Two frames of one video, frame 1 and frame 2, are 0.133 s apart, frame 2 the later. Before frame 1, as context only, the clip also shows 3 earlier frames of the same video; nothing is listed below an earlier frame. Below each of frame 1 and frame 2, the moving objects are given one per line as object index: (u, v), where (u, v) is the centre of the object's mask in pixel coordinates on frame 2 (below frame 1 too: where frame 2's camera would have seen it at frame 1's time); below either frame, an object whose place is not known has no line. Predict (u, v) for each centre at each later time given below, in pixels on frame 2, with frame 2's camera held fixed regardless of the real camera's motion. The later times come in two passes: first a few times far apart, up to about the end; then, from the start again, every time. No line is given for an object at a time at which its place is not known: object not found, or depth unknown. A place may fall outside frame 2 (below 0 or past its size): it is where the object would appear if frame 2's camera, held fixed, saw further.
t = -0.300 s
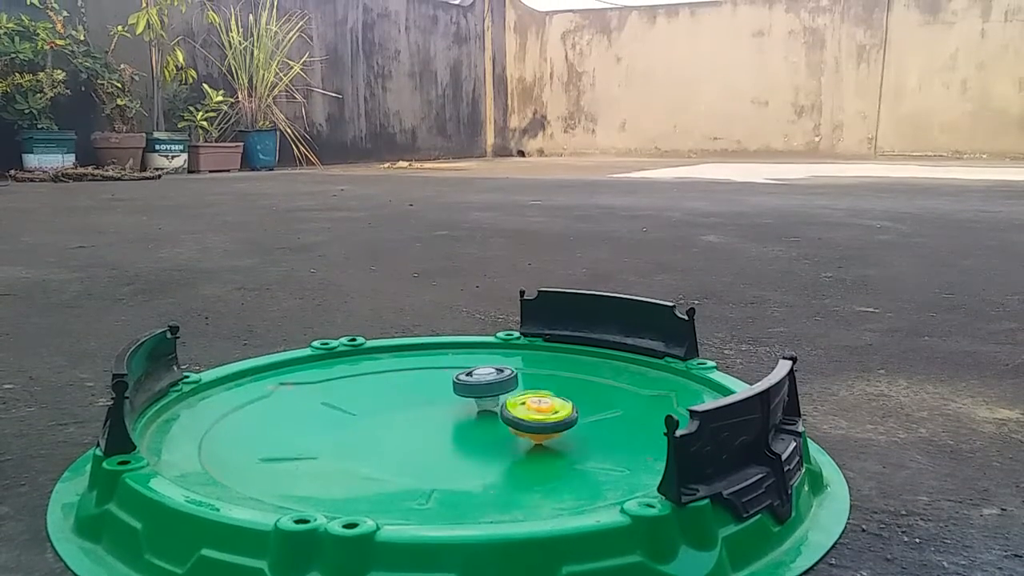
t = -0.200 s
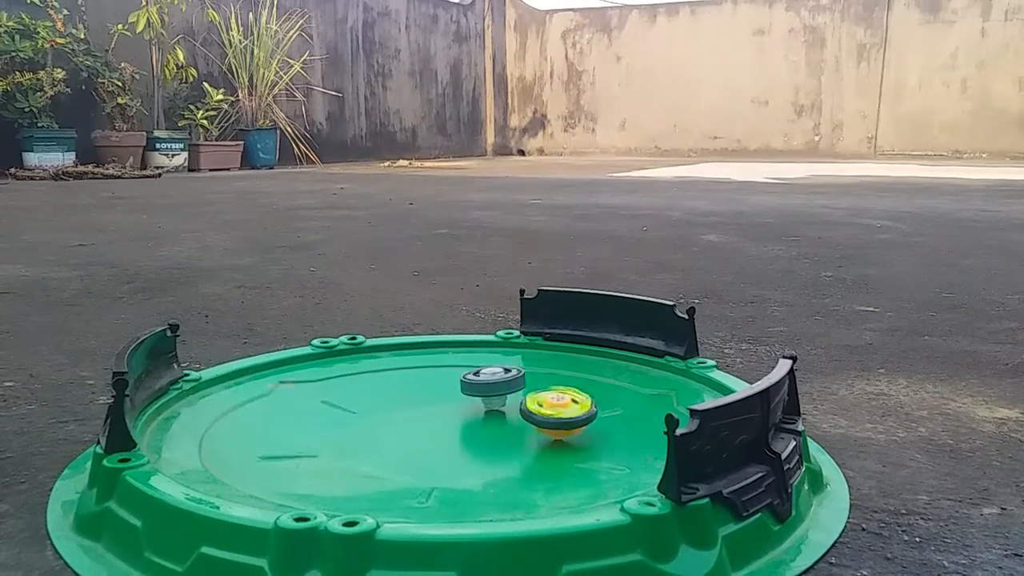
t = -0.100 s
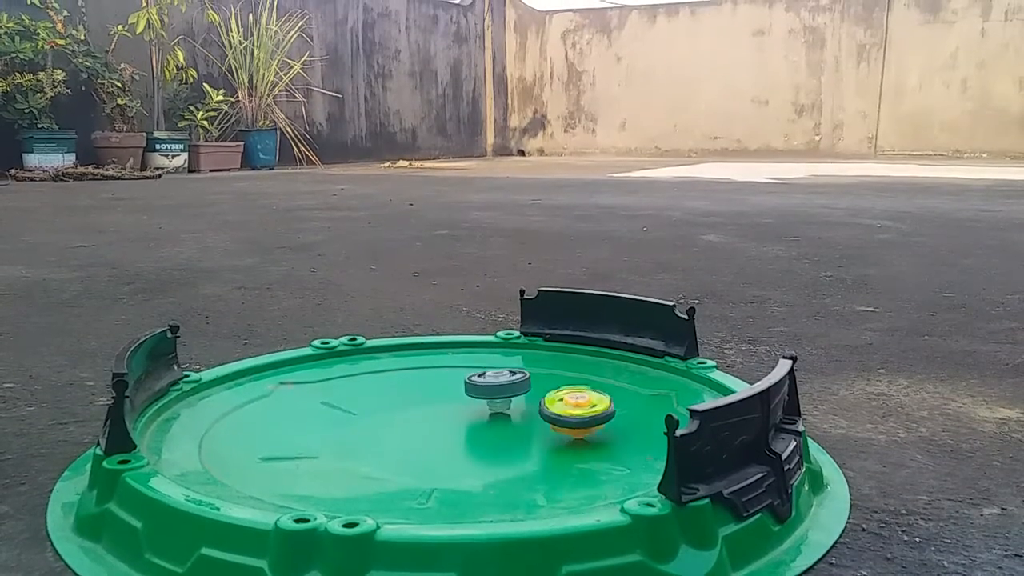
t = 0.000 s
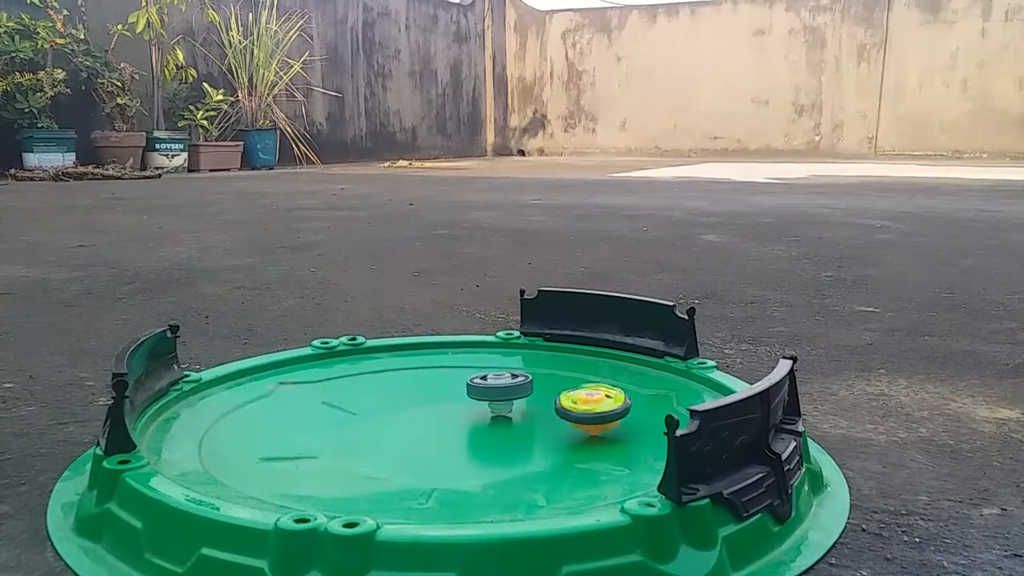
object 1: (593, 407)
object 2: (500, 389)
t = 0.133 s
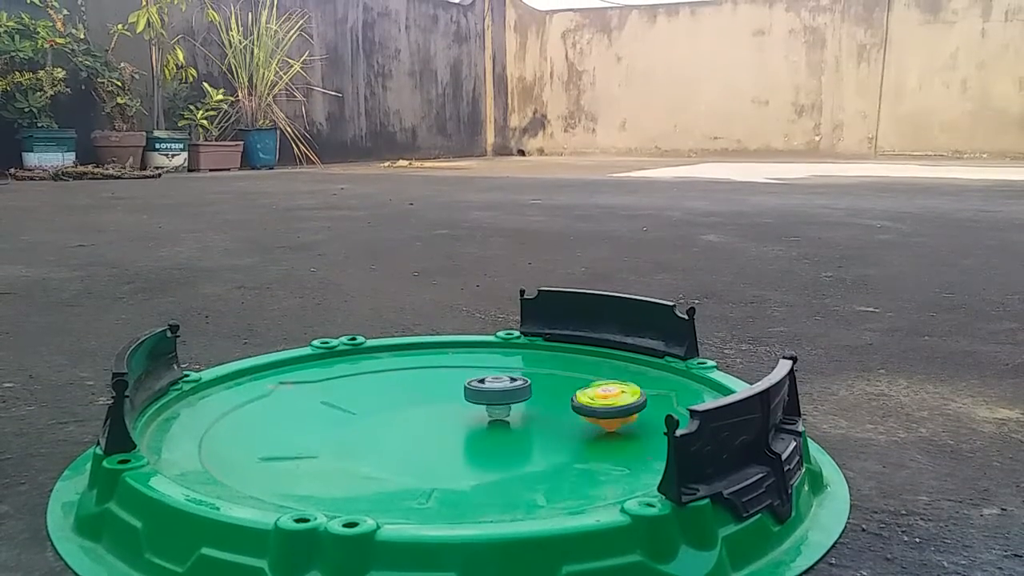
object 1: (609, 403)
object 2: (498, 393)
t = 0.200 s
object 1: (615, 401)
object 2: (495, 395)
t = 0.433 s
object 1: (609, 398)
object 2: (474, 401)
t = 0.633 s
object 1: (579, 399)
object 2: (452, 402)
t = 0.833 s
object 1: (544, 399)
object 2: (432, 403)
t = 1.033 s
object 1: (510, 396)
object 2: (415, 401)
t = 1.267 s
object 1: (482, 387)
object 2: (402, 397)
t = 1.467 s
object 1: (468, 379)
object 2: (393, 394)
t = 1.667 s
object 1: (455, 371)
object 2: (386, 391)
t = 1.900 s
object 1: (444, 367)
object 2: (385, 389)
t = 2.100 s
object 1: (440, 372)
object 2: (386, 389)
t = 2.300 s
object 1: (467, 369)
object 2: (356, 399)
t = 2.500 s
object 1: (467, 379)
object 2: (358, 404)
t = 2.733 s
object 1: (464, 394)
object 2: (356, 410)
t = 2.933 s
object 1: (442, 405)
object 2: (352, 413)
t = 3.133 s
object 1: (468, 407)
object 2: (322, 416)
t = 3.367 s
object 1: (468, 410)
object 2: (335, 423)
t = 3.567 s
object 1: (468, 411)
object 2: (339, 421)
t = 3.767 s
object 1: (470, 410)
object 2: (341, 418)
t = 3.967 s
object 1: (470, 409)
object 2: (354, 412)
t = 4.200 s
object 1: (468, 405)
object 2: (382, 405)
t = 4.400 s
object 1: (489, 403)
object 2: (390, 401)
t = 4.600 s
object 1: (513, 403)
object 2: (406, 399)
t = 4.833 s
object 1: (536, 407)
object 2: (432, 401)
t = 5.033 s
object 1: (548, 410)
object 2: (452, 405)
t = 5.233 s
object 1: (554, 414)
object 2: (470, 408)
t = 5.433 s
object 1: (581, 418)
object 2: (468, 411)
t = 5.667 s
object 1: (609, 420)
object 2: (454, 412)
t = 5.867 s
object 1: (605, 423)
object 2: (443, 410)
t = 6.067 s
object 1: (575, 424)
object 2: (431, 408)
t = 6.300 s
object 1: (541, 418)
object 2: (426, 402)
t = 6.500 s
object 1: (526, 408)
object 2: (424, 398)
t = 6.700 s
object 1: (530, 397)
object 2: (425, 394)
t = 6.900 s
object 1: (551, 389)
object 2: (429, 392)
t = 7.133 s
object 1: (573, 383)
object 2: (438, 390)
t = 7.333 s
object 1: (581, 386)
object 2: (449, 390)
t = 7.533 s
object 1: (569, 394)
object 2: (458, 391)
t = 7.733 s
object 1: (543, 399)
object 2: (467, 393)
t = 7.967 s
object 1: (527, 403)
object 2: (453, 393)
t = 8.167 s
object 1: (507, 403)
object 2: (439, 395)
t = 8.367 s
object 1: (509, 403)
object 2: (417, 393)
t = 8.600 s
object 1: (509, 403)
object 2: (406, 394)
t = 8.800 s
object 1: (508, 403)
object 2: (399, 393)
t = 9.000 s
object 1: (507, 401)
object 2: (397, 391)
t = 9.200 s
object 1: (508, 400)
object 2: (402, 389)
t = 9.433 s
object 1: (509, 398)
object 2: (412, 388)
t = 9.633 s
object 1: (506, 396)
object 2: (419, 389)
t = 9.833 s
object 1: (501, 395)
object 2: (427, 391)
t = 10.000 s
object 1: (513, 395)
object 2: (416, 392)
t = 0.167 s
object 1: (612, 402)
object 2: (497, 394)
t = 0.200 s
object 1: (615, 401)
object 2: (495, 395)
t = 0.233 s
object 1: (616, 401)
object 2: (491, 396)
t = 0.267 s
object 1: (619, 400)
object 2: (489, 397)
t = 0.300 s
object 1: (618, 400)
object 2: (487, 398)
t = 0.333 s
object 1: (618, 399)
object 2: (484, 399)
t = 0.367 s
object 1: (616, 399)
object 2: (480, 399)
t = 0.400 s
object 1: (613, 398)
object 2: (477, 400)
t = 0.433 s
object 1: (609, 398)
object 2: (474, 401)
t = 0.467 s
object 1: (605, 398)
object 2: (470, 401)
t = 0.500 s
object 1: (600, 398)
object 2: (466, 402)
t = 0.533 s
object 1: (595, 399)
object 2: (463, 402)
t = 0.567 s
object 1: (590, 399)
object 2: (460, 402)
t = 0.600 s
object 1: (584, 399)
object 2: (456, 402)
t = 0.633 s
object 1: (579, 399)
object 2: (452, 402)
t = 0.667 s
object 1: (572, 399)
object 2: (449, 402)
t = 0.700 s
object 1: (567, 399)
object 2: (446, 403)
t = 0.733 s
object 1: (560, 399)
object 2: (441, 403)
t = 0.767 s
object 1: (556, 399)
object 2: (437, 403)
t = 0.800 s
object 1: (550, 399)
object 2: (435, 403)
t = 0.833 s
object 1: (544, 399)
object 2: (432, 403)
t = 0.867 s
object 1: (538, 398)
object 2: (428, 402)
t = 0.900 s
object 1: (532, 398)
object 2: (425, 402)
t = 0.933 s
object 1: (527, 397)
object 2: (423, 402)
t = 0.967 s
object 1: (521, 397)
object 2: (420, 402)
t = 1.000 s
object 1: (516, 396)
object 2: (417, 401)
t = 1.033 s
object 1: (510, 396)
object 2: (415, 401)
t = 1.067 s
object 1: (506, 395)
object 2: (413, 400)
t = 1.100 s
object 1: (500, 394)
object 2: (412, 400)
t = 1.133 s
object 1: (497, 392)
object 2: (409, 400)
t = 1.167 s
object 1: (492, 391)
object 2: (407, 399)
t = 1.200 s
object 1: (488, 390)
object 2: (405, 398)
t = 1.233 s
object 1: (484, 389)
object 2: (403, 398)
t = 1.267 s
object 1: (482, 387)
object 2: (402, 397)
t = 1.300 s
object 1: (478, 386)
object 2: (399, 396)
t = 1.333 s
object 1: (476, 385)
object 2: (398, 396)
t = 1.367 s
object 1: (474, 383)
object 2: (398, 395)
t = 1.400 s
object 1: (472, 382)
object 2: (396, 395)
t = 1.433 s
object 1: (471, 380)
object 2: (395, 394)
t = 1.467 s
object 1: (468, 379)
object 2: (393, 394)
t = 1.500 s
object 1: (466, 377)
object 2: (392, 393)
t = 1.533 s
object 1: (462, 376)
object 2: (391, 393)
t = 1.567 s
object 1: (460, 375)
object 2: (390, 393)
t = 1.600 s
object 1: (457, 373)
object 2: (388, 392)
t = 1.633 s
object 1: (456, 371)
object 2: (387, 391)
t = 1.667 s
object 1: (455, 371)
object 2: (386, 391)
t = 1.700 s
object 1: (452, 370)
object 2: (385, 391)
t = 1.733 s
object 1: (452, 369)
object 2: (383, 390)
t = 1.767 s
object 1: (450, 368)
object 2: (383, 389)
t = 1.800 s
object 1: (449, 367)
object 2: (384, 389)
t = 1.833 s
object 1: (447, 367)
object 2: (384, 389)
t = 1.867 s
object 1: (446, 366)
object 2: (384, 389)
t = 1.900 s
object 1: (444, 367)
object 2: (385, 389)
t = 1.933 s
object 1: (442, 367)
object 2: (386, 389)
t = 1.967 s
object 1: (442, 368)
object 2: (387, 389)
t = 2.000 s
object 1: (441, 369)
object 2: (386, 389)
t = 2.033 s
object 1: (441, 370)
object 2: (386, 389)
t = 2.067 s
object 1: (440, 371)
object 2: (386, 389)
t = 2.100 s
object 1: (440, 372)
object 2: (386, 389)
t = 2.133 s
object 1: (452, 370)
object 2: (375, 392)
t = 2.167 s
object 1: (460, 369)
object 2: (365, 394)
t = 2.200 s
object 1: (467, 370)
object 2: (359, 396)
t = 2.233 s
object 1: (471, 370)
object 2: (357, 396)
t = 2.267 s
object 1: (469, 370)
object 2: (356, 398)
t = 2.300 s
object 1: (467, 369)
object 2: (356, 399)
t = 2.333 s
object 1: (466, 370)
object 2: (355, 400)
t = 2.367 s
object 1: (468, 371)
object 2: (356, 401)
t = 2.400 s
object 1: (468, 372)
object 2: (357, 401)
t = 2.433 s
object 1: (467, 374)
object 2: (358, 402)
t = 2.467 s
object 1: (466, 376)
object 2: (358, 403)
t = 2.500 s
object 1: (467, 379)
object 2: (358, 404)
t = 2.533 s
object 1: (466, 382)
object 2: (358, 405)
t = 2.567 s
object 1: (467, 383)
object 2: (358, 406)
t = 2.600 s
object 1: (469, 385)
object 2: (359, 406)
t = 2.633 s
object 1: (468, 388)
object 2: (360, 407)
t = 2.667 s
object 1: (468, 390)
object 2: (358, 409)
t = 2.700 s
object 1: (467, 392)
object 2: (357, 409)
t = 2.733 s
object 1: (464, 394)
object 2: (356, 410)
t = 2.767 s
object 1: (462, 396)
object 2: (356, 411)
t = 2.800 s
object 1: (459, 398)
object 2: (355, 411)
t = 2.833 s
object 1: (455, 400)
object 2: (354, 412)
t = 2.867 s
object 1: (451, 402)
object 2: (352, 413)
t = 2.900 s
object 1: (447, 404)
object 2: (352, 413)
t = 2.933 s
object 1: (442, 405)
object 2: (352, 413)
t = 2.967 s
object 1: (438, 406)
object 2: (353, 414)
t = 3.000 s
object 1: (430, 409)
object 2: (354, 414)
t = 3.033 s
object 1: (444, 407)
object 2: (340, 415)
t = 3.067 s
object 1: (455, 407)
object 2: (329, 416)
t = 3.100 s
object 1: (464, 407)
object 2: (324, 416)
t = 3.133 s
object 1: (468, 407)
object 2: (322, 416)
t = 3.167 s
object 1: (468, 408)
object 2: (323, 417)
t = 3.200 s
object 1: (468, 408)
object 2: (324, 419)
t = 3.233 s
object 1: (469, 408)
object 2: (325, 420)
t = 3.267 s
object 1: (468, 409)
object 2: (327, 420)
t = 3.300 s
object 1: (467, 409)
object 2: (330, 421)
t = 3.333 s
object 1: (467, 410)
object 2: (333, 422)
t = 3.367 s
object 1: (468, 410)
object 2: (335, 423)
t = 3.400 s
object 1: (468, 410)
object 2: (337, 423)
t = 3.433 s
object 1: (467, 410)
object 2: (338, 423)
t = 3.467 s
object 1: (467, 411)
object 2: (338, 423)
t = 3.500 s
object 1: (468, 410)
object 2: (339, 422)
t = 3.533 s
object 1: (469, 411)
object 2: (339, 422)
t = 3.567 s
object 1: (468, 411)
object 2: (339, 421)
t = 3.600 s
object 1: (468, 411)
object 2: (339, 421)
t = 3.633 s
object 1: (470, 411)
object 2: (338, 421)
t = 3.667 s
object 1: (470, 411)
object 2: (338, 420)
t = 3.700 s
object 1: (469, 410)
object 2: (339, 419)
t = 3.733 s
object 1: (470, 411)
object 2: (340, 418)
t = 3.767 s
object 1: (470, 410)
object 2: (341, 418)
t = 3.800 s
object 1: (471, 410)
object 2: (343, 417)
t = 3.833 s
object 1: (470, 410)
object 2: (343, 416)
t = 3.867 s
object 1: (469, 410)
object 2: (345, 415)
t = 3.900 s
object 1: (470, 409)
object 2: (347, 414)
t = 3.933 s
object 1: (470, 409)
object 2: (351, 412)
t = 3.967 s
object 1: (470, 409)
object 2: (354, 412)
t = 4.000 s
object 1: (469, 408)
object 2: (359, 411)
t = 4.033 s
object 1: (469, 408)
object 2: (362, 410)
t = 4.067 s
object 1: (470, 408)
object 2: (366, 409)
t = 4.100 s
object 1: (469, 407)
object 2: (369, 408)
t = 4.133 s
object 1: (468, 406)
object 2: (373, 407)
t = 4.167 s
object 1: (468, 406)
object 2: (378, 406)
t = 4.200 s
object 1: (468, 405)
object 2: (382, 405)
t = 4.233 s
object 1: (468, 405)
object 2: (386, 405)
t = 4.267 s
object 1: (467, 404)
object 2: (390, 404)
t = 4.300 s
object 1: (471, 404)
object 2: (391, 404)
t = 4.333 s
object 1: (479, 404)
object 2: (388, 403)
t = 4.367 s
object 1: (485, 403)
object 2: (388, 402)
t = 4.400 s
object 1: (489, 403)
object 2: (390, 401)
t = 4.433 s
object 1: (493, 403)
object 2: (392, 401)
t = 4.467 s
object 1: (496, 403)
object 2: (394, 401)
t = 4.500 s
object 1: (500, 403)
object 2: (397, 400)
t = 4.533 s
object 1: (504, 403)
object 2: (400, 400)
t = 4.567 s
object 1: (509, 403)
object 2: (403, 400)
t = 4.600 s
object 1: (513, 403)
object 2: (406, 399)
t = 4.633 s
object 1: (516, 404)
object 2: (410, 399)
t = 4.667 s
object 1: (519, 404)
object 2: (414, 399)
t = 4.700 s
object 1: (523, 404)
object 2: (418, 399)
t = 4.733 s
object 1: (527, 405)
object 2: (422, 400)
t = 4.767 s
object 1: (531, 405)
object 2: (425, 400)
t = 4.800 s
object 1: (533, 406)
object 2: (429, 401)
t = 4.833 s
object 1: (536, 407)
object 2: (432, 401)
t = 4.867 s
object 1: (538, 407)
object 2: (436, 402)
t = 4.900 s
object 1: (541, 407)
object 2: (439, 402)
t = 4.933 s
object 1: (544, 408)
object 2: (443, 402)
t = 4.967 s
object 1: (546, 409)
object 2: (447, 403)
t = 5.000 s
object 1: (547, 409)
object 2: (450, 404)
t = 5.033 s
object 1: (548, 410)
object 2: (452, 405)
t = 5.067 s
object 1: (550, 411)
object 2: (455, 405)
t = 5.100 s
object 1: (551, 411)
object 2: (458, 406)
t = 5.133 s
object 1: (553, 412)
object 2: (461, 406)
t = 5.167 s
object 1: (554, 412)
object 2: (464, 407)
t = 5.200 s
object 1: (554, 413)
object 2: (467, 408)
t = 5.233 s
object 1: (554, 414)
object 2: (470, 408)
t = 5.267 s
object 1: (555, 414)
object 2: (473, 409)
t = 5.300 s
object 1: (556, 415)
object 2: (476, 410)
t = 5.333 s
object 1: (556, 415)
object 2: (478, 411)
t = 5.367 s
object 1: (556, 416)
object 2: (480, 412)
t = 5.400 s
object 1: (568, 417)
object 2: (474, 411)
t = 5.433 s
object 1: (581, 418)
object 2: (468, 411)
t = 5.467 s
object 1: (588, 418)
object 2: (466, 411)
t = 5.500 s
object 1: (593, 418)
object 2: (465, 411)
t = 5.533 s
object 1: (597, 418)
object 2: (464, 411)
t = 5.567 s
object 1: (602, 418)
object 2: (462, 411)
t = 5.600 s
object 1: (605, 419)
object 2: (460, 412)
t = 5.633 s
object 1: (608, 419)
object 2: (457, 412)
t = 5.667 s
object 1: (609, 420)
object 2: (454, 412)
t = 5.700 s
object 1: (611, 420)
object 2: (452, 412)
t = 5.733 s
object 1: (611, 421)
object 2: (451, 411)
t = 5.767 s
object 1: (610, 422)
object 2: (449, 411)
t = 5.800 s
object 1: (609, 422)
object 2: (447, 411)
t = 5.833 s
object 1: (608, 422)
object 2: (445, 411)
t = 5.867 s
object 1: (605, 423)
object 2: (443, 410)
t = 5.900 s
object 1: (600, 423)
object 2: (440, 410)
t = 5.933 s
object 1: (596, 423)
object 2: (438, 410)
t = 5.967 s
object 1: (591, 424)
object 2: (436, 409)
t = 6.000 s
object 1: (586, 424)
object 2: (434, 409)
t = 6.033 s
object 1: (580, 424)
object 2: (433, 408)
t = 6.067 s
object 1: (575, 424)
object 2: (431, 408)
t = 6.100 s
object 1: (570, 423)
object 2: (430, 407)
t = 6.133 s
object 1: (565, 423)
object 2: (429, 406)
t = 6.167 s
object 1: (560, 422)
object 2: (428, 405)
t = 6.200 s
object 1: (554, 421)
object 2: (427, 405)
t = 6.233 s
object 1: (550, 420)
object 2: (427, 404)
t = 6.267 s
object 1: (545, 419)
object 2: (427, 403)
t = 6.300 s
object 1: (541, 418)
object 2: (426, 402)
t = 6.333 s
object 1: (537, 417)
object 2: (426, 402)
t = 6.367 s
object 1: (534, 415)
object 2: (425, 401)
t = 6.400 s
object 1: (531, 414)
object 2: (425, 400)
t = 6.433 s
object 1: (529, 412)
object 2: (425, 400)
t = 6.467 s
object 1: (528, 410)
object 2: (424, 399)
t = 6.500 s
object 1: (526, 408)
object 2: (424, 398)
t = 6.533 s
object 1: (526, 406)
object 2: (424, 398)
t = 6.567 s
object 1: (525, 404)
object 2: (424, 397)
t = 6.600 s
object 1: (526, 402)
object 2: (424, 396)
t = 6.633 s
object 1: (526, 401)
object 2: (424, 395)
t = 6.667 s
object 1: (528, 399)
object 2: (425, 395)
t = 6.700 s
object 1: (530, 397)
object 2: (425, 394)
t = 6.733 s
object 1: (533, 395)
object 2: (426, 393)
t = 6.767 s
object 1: (536, 394)
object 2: (427, 393)
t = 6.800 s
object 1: (540, 393)
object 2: (428, 393)
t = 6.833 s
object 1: (544, 391)
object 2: (428, 392)
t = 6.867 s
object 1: (547, 390)
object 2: (429, 392)
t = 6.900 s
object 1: (551, 389)
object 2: (429, 392)
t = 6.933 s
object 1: (553, 388)
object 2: (430, 391)
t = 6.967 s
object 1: (556, 387)
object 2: (430, 391)
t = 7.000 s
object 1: (559, 386)
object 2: (431, 391)
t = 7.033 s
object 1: (563, 385)
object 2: (433, 390)
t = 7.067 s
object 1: (566, 384)
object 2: (435, 390)
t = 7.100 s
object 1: (570, 384)
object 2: (436, 390)
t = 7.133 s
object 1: (573, 383)
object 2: (438, 390)
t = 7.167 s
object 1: (575, 384)
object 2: (440, 389)
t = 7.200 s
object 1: (578, 384)
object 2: (442, 389)
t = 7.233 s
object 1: (579, 384)
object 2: (443, 389)
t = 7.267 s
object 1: (581, 385)
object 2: (445, 389)
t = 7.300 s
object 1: (581, 385)
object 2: (447, 389)
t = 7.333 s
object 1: (581, 386)
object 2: (449, 390)
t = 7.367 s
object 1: (580, 388)
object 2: (451, 390)
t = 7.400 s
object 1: (580, 389)
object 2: (452, 390)
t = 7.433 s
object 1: (578, 390)
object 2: (454, 390)
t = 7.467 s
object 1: (575, 391)
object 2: (455, 390)
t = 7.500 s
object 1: (573, 392)
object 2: (457, 390)
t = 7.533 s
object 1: (569, 394)
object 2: (458, 391)
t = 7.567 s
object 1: (566, 394)
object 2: (460, 391)
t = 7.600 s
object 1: (561, 396)
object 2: (461, 391)
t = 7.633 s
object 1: (557, 397)
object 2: (463, 391)
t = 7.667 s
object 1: (553, 398)
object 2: (464, 392)
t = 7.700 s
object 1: (549, 398)
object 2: (466, 392)
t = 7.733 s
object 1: (543, 399)
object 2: (467, 393)
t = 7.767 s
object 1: (538, 399)
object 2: (468, 393)
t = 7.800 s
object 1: (539, 400)
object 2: (465, 393)
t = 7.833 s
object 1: (541, 401)
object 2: (461, 393)
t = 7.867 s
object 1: (538, 402)
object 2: (458, 392)
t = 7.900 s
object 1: (534, 403)
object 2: (457, 393)
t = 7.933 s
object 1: (531, 403)
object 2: (455, 393)
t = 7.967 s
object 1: (527, 403)
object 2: (453, 393)
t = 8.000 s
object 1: (524, 404)
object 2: (451, 394)
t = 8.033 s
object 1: (521, 404)
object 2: (449, 394)
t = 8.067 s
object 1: (517, 404)
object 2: (447, 394)
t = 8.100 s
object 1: (514, 404)
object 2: (444, 394)
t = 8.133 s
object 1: (510, 404)
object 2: (442, 395)
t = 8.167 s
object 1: (507, 403)
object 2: (439, 395)
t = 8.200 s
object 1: (504, 403)
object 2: (437, 395)
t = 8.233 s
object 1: (508, 403)
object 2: (430, 394)
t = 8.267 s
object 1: (509, 403)
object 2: (425, 394)
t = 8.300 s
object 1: (509, 403)
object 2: (422, 394)
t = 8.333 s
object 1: (509, 403)
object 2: (419, 393)
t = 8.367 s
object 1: (509, 403)
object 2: (417, 393)
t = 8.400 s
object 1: (509, 403)
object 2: (415, 393)
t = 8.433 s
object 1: (509, 403)
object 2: (413, 393)
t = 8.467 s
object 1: (509, 403)
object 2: (412, 394)
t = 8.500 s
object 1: (509, 403)
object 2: (410, 394)
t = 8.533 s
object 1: (509, 403)
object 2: (409, 394)
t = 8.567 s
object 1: (509, 403)
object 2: (408, 394)
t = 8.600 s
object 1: (509, 403)
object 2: (406, 394)
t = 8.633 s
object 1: (508, 403)
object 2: (405, 394)
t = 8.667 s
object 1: (508, 403)
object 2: (403, 394)
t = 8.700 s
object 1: (508, 403)
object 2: (402, 394)
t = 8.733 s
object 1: (508, 403)
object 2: (401, 394)
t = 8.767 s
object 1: (508, 403)
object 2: (400, 394)
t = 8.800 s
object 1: (508, 403)
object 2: (399, 393)
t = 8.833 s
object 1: (507, 402)
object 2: (399, 393)
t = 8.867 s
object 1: (508, 402)
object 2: (398, 393)
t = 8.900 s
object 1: (507, 402)
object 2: (398, 392)
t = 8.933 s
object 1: (507, 402)
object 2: (397, 392)
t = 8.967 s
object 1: (507, 402)
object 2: (397, 391)
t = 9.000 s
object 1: (507, 401)
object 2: (397, 391)
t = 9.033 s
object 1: (507, 401)
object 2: (398, 391)
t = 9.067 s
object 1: (508, 401)
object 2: (398, 390)
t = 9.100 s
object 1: (507, 401)
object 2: (399, 390)
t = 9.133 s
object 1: (508, 400)
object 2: (400, 390)
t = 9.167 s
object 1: (507, 400)
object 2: (401, 389)
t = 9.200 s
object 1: (508, 400)
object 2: (402, 389)
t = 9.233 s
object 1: (508, 400)
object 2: (403, 389)
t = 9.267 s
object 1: (508, 399)
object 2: (405, 389)
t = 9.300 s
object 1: (508, 399)
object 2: (407, 388)
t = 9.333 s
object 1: (508, 399)
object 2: (408, 388)
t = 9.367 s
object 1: (508, 399)
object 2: (409, 388)
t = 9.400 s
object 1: (509, 398)
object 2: (411, 388)
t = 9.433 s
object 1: (509, 398)
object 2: (412, 388)
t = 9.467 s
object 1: (509, 398)
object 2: (413, 388)
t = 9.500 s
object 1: (509, 398)
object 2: (414, 388)
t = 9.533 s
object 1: (509, 397)
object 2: (415, 388)
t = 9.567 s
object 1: (507, 397)
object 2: (417, 389)
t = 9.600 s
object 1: (507, 396)
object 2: (418, 389)
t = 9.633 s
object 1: (506, 396)
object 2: (419, 389)
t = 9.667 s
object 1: (505, 396)
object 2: (421, 389)
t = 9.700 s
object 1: (505, 396)
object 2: (422, 390)
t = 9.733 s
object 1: (504, 395)
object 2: (424, 390)
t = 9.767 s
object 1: (503, 395)
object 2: (425, 390)
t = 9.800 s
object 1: (501, 395)
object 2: (426, 391)
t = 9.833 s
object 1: (501, 395)
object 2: (427, 391)
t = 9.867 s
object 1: (499, 394)
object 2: (428, 392)
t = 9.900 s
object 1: (503, 394)
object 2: (425, 392)
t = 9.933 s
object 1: (507, 394)
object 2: (421, 392)
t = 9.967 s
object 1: (509, 394)
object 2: (419, 392)
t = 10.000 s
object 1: (513, 395)
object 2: (416, 392)
